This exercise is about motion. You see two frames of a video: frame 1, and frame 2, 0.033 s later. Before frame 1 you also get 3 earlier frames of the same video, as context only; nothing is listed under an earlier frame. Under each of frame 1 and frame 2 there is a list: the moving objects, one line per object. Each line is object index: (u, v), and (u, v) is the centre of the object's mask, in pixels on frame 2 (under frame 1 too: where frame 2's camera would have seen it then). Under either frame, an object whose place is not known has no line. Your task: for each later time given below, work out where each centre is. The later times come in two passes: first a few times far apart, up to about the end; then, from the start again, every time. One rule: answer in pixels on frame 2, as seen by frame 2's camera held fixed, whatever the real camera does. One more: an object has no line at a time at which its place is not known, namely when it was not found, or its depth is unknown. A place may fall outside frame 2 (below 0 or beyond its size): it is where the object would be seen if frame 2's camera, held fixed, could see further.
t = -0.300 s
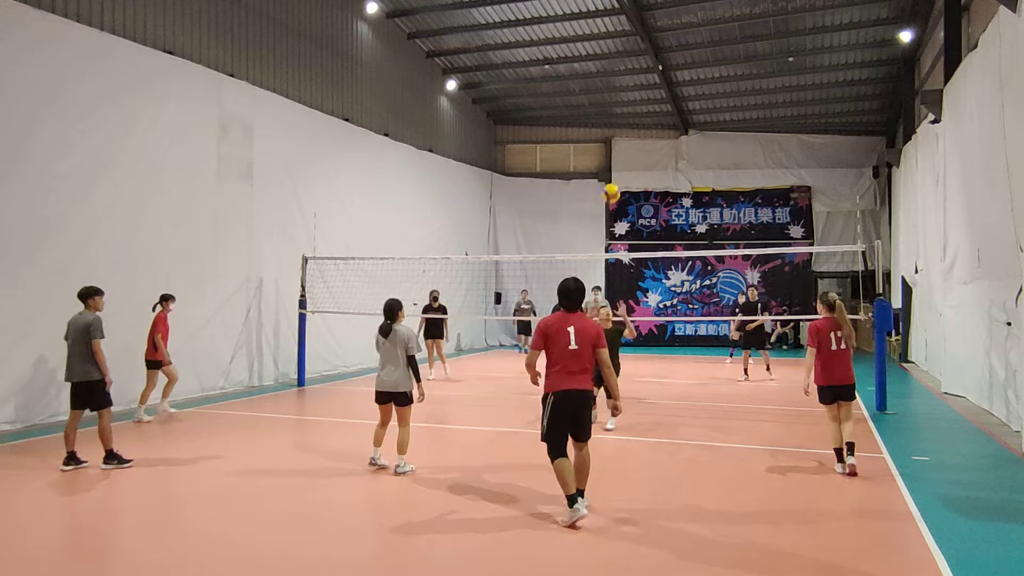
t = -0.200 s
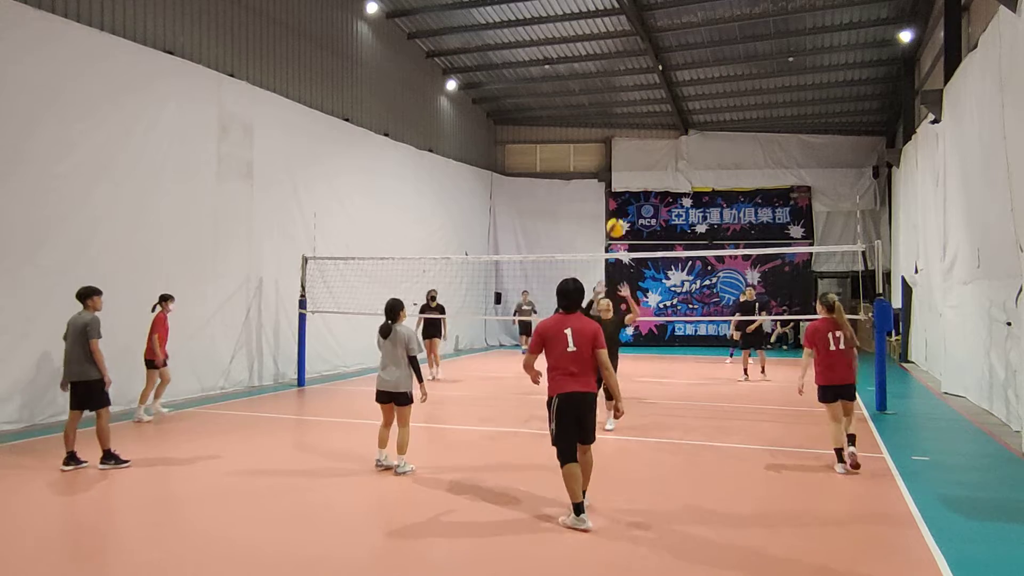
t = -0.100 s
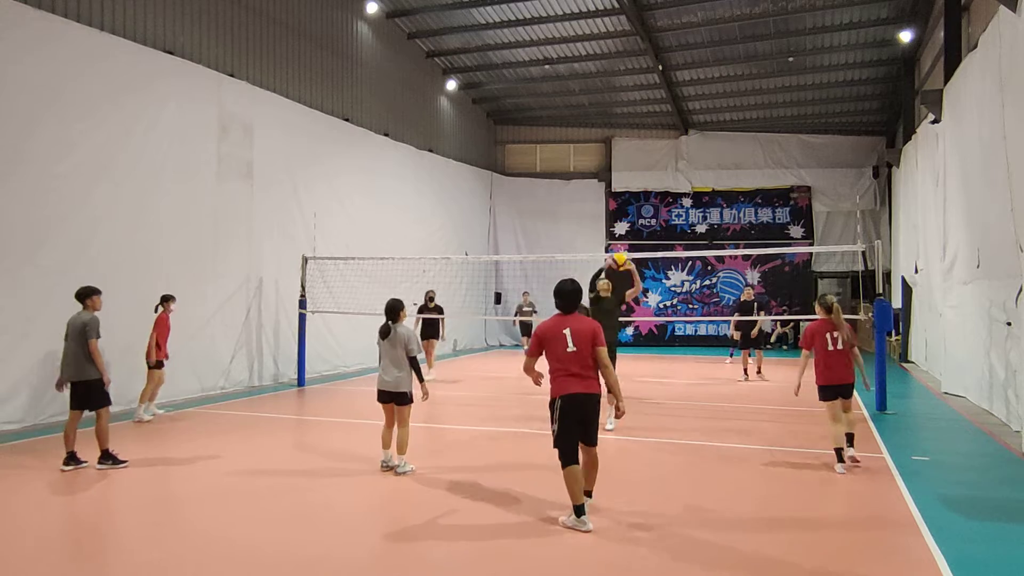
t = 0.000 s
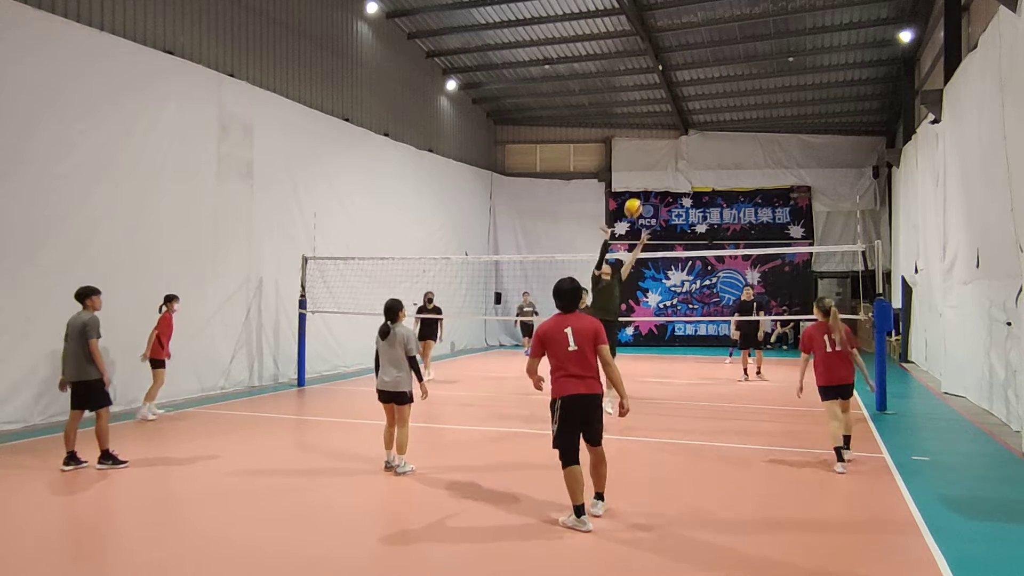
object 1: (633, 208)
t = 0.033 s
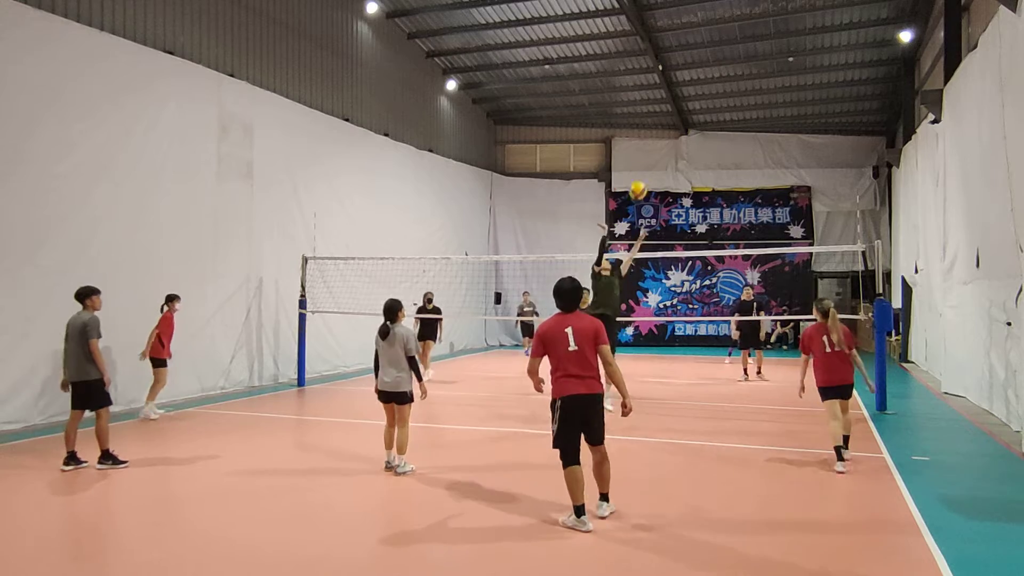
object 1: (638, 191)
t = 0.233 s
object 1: (667, 107)
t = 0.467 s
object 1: (699, 55)
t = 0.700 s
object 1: (731, 46)
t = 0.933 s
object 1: (762, 79)
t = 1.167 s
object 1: (791, 150)
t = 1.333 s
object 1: (810, 224)
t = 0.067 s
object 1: (643, 174)
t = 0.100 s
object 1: (648, 158)
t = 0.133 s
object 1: (653, 144)
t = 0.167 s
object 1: (657, 131)
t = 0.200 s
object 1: (662, 119)
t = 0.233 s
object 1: (667, 107)
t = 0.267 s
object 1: (672, 97)
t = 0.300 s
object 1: (676, 88)
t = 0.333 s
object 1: (681, 79)
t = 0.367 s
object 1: (685, 72)
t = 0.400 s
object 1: (690, 66)
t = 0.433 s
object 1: (695, 60)
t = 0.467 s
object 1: (699, 55)
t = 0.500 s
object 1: (704, 51)
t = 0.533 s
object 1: (709, 49)
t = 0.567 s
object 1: (713, 46)
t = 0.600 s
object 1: (718, 45)
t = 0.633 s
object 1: (722, 45)
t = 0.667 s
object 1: (726, 45)
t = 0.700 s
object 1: (731, 46)
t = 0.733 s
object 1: (735, 48)
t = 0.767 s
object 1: (740, 52)
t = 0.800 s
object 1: (744, 55)
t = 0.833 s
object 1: (749, 60)
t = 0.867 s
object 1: (753, 66)
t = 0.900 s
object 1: (758, 72)
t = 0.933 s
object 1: (762, 79)
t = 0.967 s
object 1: (766, 87)
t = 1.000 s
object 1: (770, 96)
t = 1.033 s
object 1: (775, 105)
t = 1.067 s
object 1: (778, 116)
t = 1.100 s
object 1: (783, 126)
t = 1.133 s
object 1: (786, 138)
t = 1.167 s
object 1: (791, 150)
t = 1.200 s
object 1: (795, 163)
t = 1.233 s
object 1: (799, 178)
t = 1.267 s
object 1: (803, 194)
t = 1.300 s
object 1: (807, 208)
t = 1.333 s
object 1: (810, 224)
